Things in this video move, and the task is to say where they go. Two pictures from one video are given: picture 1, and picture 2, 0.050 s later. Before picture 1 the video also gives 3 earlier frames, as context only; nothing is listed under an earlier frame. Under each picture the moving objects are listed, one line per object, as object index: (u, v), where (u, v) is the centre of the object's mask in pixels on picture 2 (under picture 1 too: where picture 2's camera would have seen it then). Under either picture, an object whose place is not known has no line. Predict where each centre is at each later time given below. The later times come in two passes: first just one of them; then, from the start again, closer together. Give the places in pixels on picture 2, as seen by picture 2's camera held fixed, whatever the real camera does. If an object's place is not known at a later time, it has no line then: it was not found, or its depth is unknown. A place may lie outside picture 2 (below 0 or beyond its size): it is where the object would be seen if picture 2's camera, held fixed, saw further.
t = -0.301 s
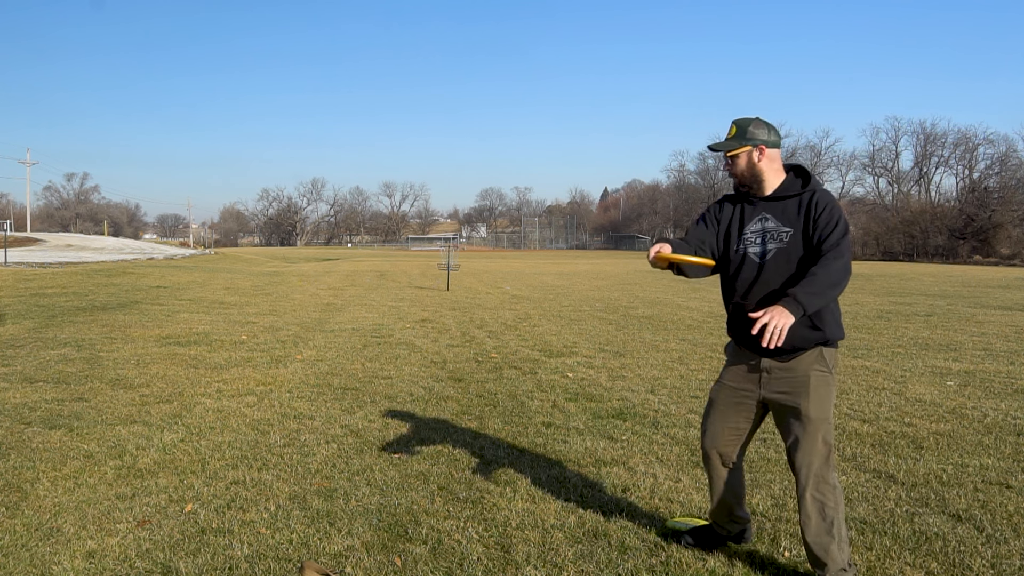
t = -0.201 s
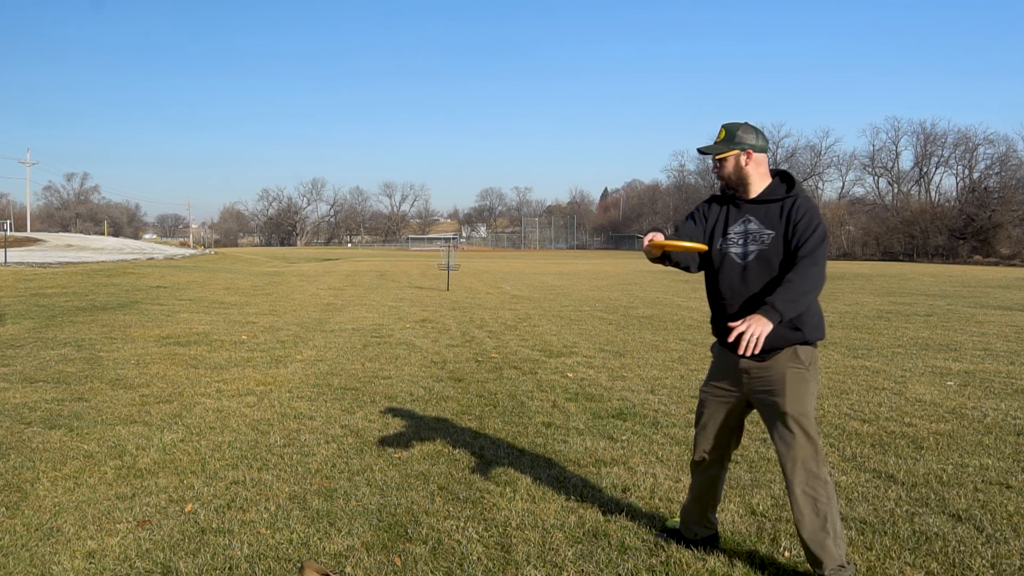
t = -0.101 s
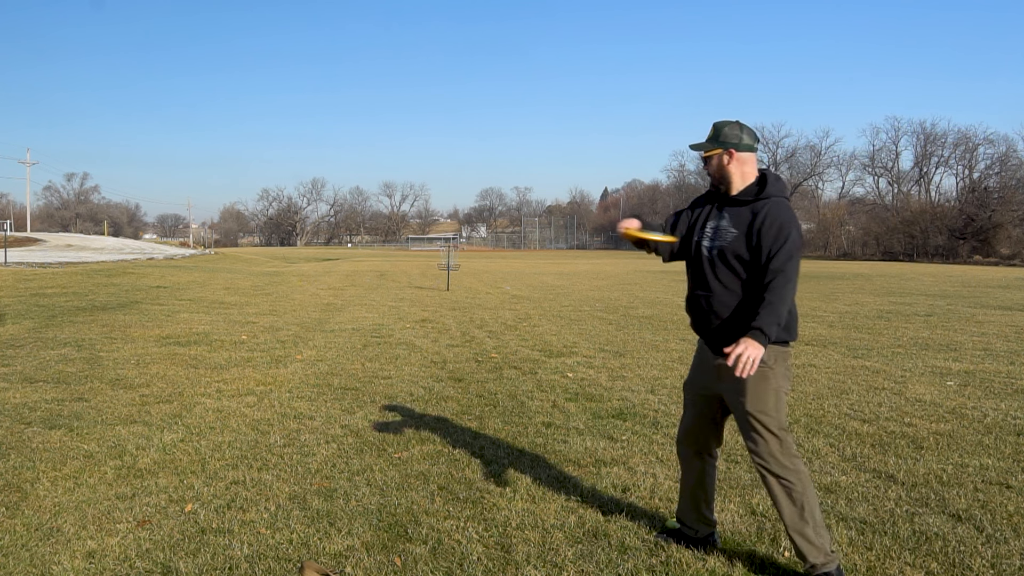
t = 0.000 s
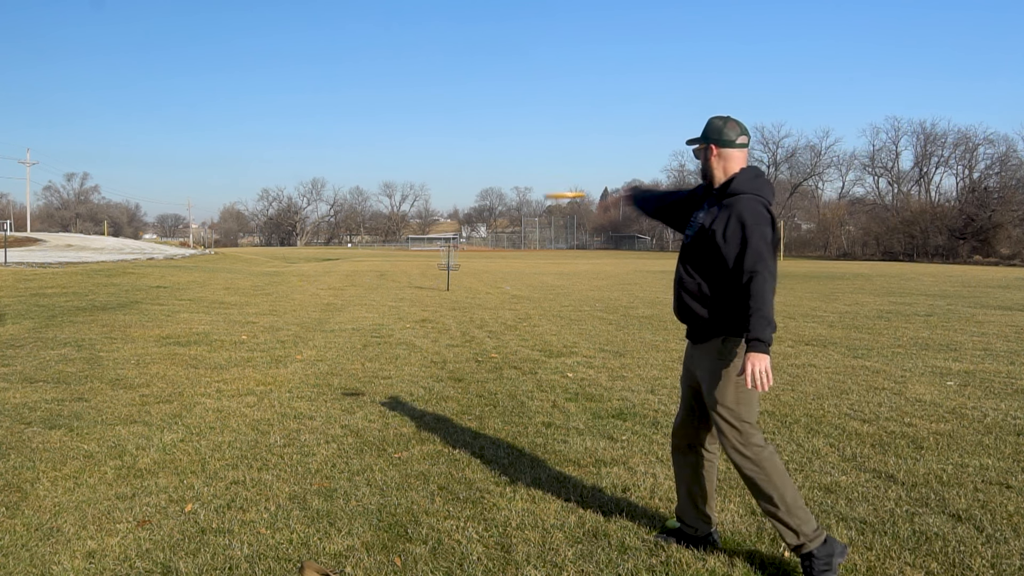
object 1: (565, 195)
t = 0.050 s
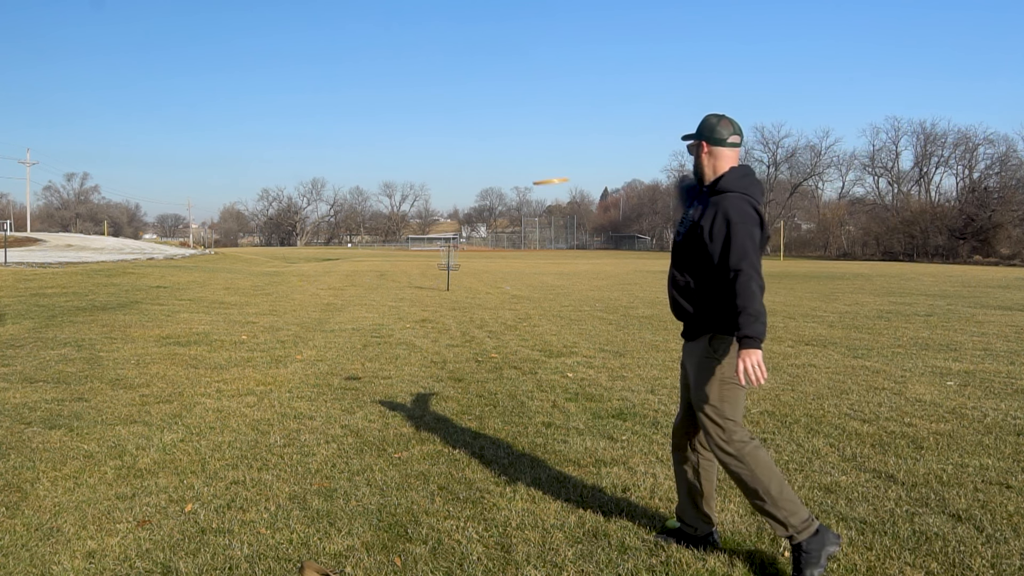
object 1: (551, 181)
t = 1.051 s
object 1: (499, 233)
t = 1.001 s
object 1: (498, 230)
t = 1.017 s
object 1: (498, 231)
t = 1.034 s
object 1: (499, 232)
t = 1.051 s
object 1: (499, 233)
